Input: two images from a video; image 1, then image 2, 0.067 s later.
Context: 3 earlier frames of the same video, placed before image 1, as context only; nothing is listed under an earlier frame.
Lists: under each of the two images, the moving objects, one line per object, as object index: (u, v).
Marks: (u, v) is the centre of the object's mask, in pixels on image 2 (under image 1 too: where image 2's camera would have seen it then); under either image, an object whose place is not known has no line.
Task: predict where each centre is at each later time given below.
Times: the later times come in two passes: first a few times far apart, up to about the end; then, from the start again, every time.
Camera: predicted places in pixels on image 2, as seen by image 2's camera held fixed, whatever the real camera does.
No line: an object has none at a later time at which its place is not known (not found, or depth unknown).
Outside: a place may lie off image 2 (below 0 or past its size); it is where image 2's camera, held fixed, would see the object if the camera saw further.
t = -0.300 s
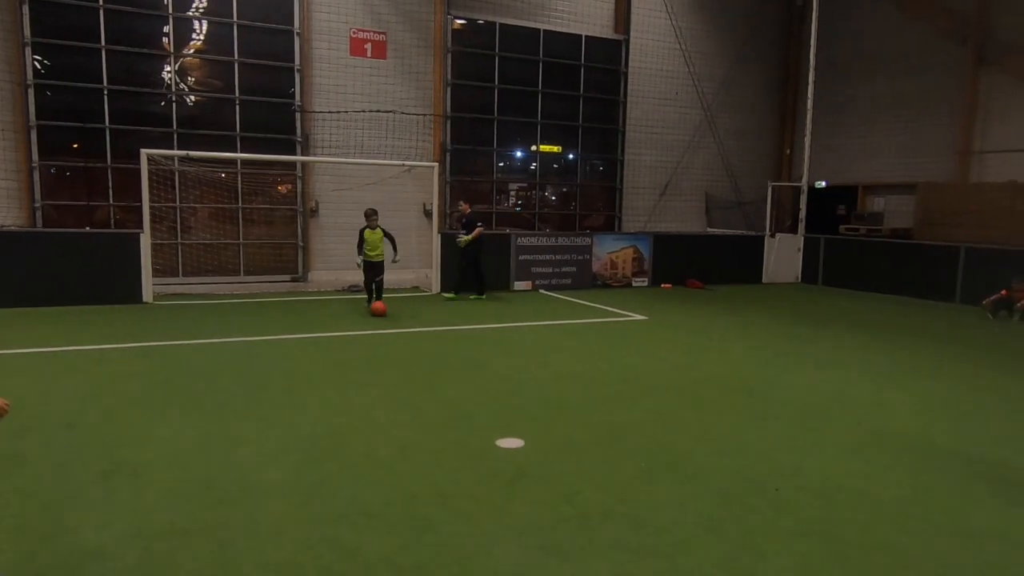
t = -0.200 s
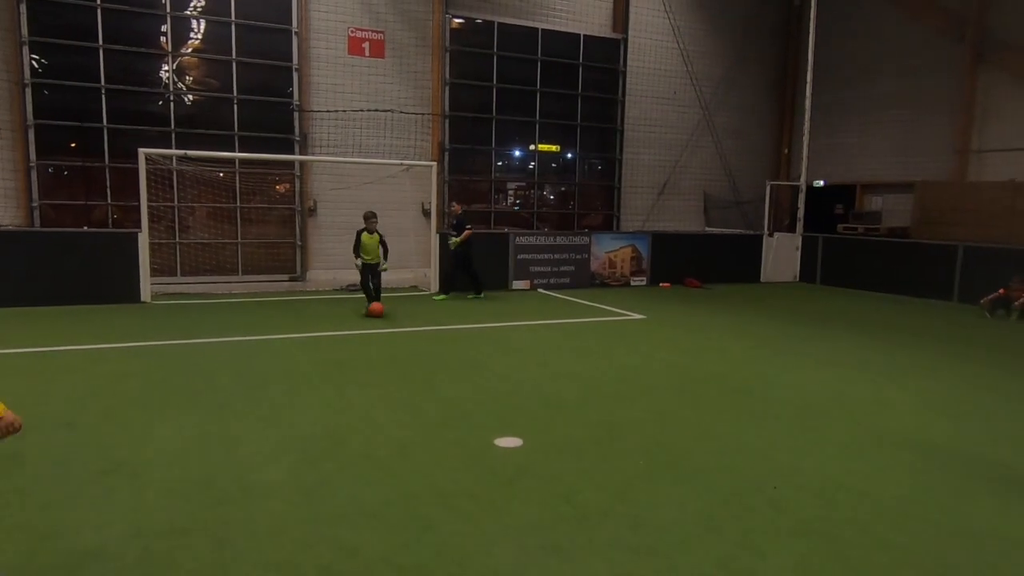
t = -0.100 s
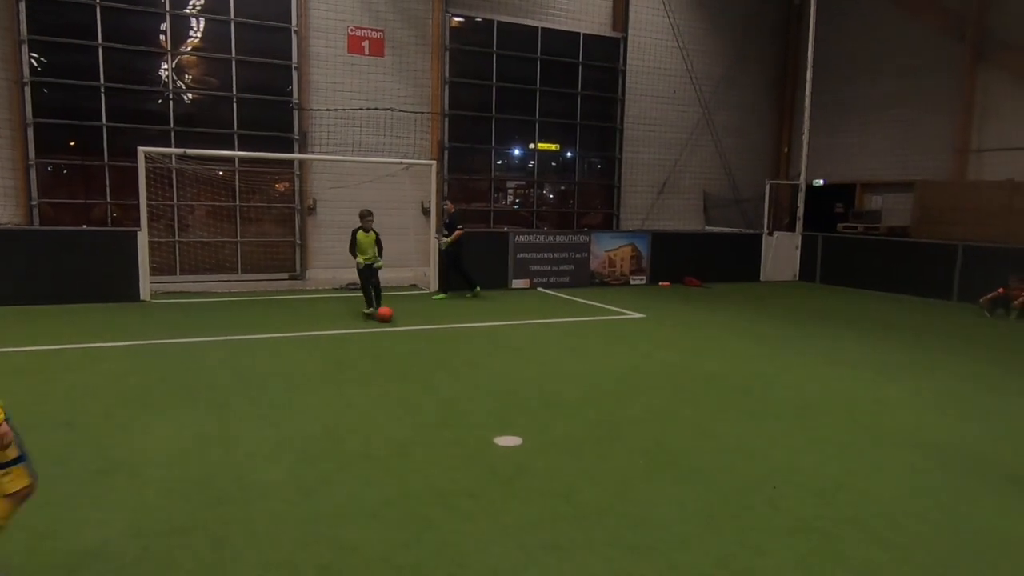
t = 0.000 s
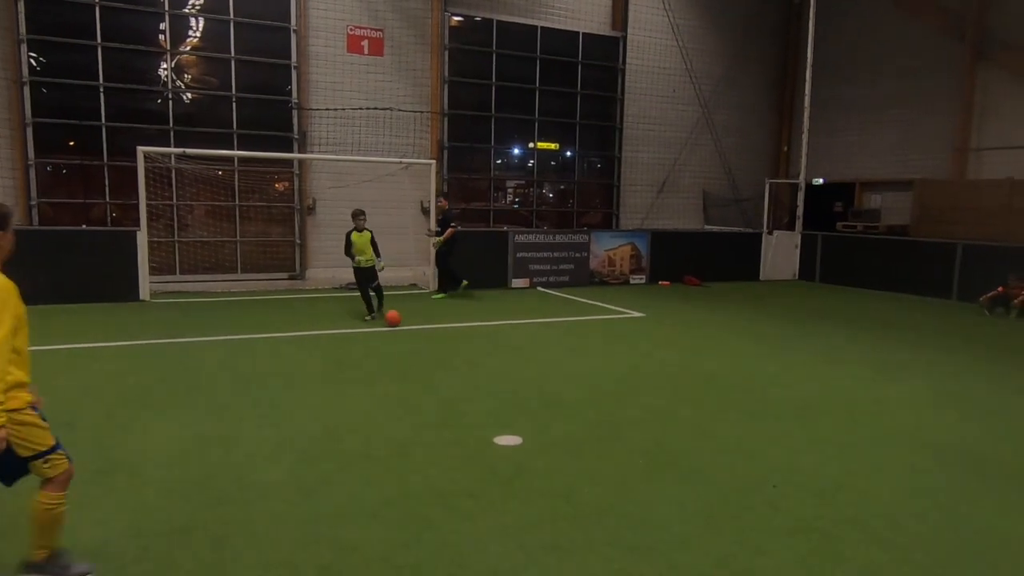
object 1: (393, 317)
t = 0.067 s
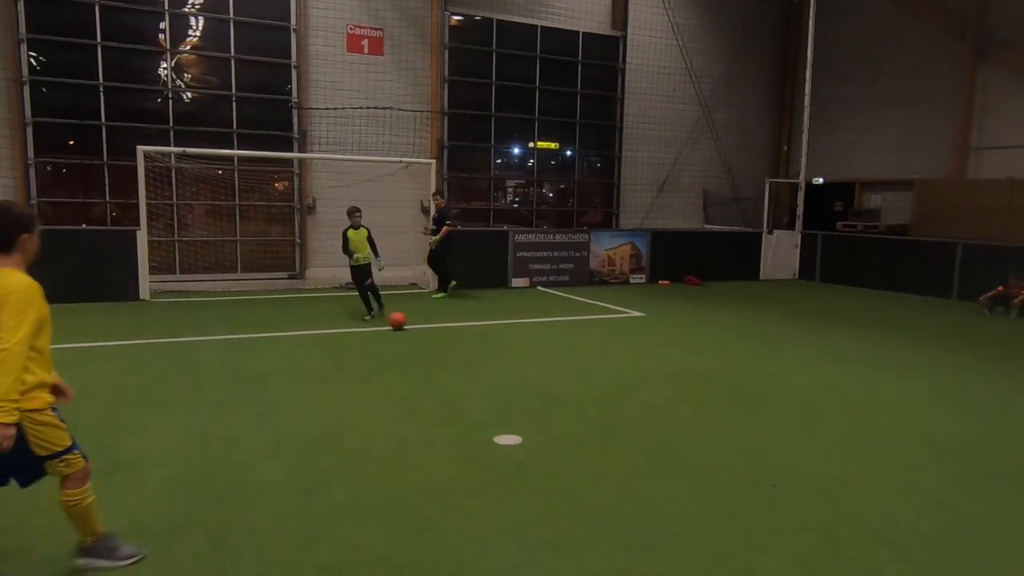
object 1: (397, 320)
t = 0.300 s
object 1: (412, 331)
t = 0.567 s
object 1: (429, 344)
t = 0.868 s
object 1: (453, 360)
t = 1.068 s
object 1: (471, 373)
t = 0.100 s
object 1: (400, 322)
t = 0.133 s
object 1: (402, 324)
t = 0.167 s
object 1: (404, 325)
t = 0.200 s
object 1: (406, 326)
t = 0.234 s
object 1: (408, 328)
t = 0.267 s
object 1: (410, 329)
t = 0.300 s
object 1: (412, 331)
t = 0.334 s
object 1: (414, 333)
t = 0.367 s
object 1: (416, 334)
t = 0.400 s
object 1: (417, 336)
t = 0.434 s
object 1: (420, 337)
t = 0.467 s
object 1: (422, 339)
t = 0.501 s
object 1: (425, 341)
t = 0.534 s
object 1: (427, 342)
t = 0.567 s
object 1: (429, 344)
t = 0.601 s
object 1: (432, 346)
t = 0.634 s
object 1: (434, 347)
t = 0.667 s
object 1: (437, 349)
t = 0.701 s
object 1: (439, 351)
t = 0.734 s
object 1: (441, 353)
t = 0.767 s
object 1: (444, 355)
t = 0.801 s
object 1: (447, 356)
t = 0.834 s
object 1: (450, 358)
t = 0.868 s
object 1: (453, 360)
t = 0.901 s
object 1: (456, 362)
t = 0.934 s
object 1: (459, 364)
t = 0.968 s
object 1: (462, 367)
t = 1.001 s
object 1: (465, 369)
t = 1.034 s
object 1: (468, 371)
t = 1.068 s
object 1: (471, 373)
